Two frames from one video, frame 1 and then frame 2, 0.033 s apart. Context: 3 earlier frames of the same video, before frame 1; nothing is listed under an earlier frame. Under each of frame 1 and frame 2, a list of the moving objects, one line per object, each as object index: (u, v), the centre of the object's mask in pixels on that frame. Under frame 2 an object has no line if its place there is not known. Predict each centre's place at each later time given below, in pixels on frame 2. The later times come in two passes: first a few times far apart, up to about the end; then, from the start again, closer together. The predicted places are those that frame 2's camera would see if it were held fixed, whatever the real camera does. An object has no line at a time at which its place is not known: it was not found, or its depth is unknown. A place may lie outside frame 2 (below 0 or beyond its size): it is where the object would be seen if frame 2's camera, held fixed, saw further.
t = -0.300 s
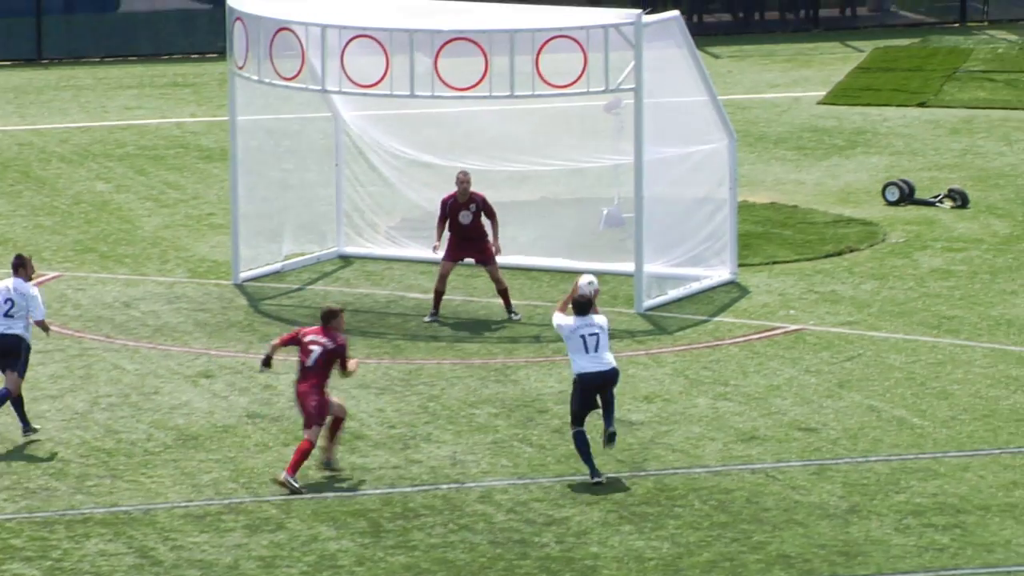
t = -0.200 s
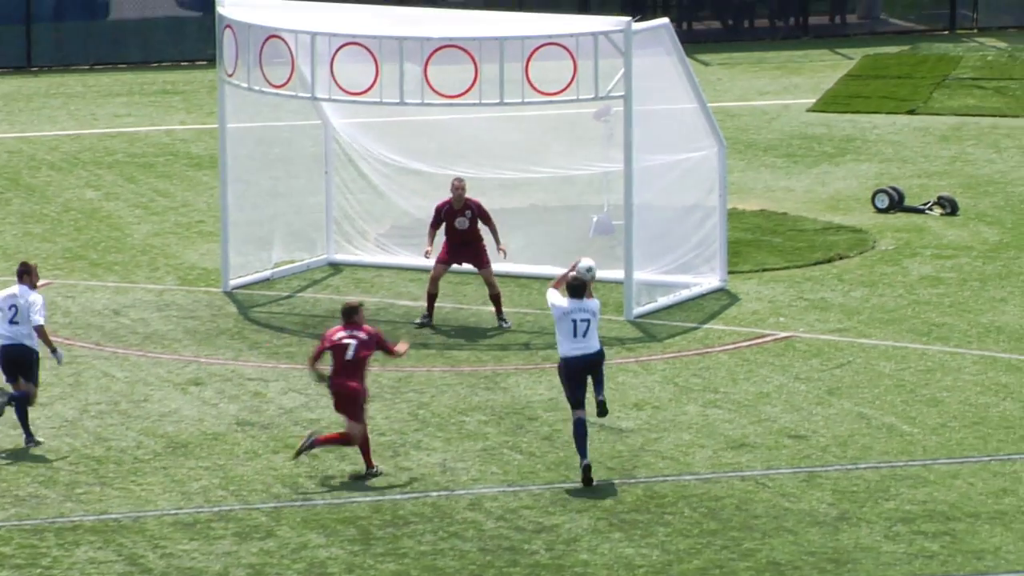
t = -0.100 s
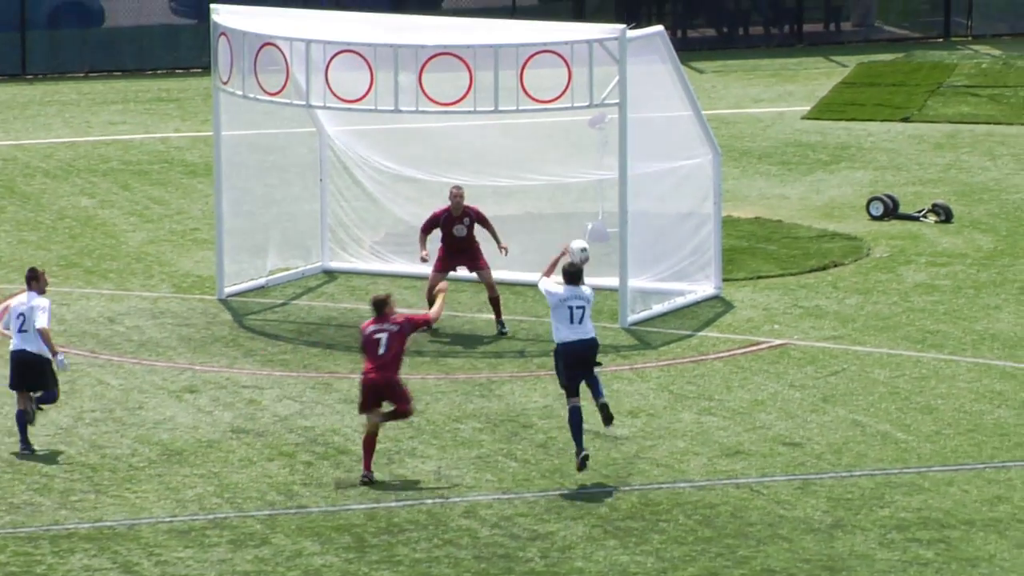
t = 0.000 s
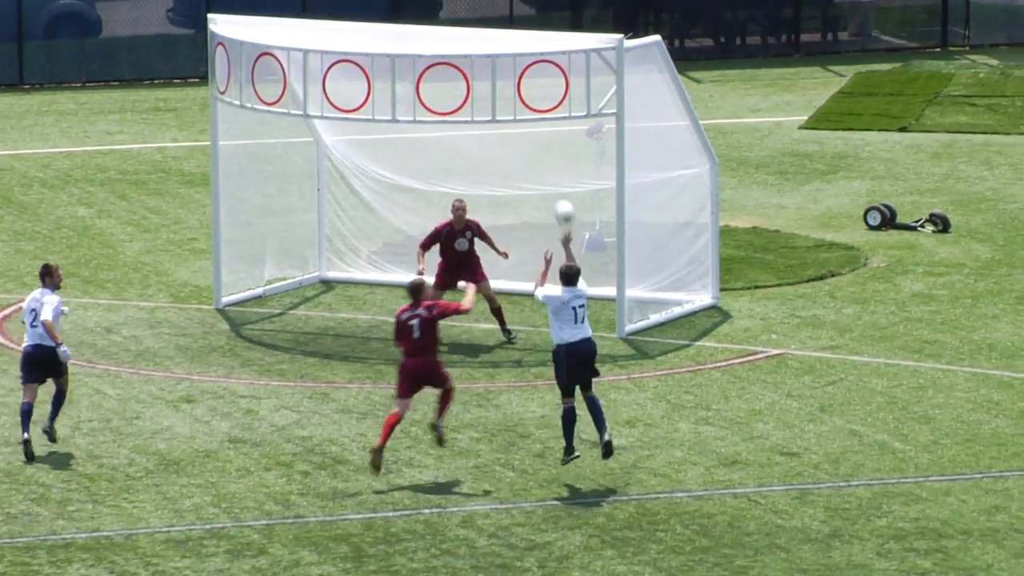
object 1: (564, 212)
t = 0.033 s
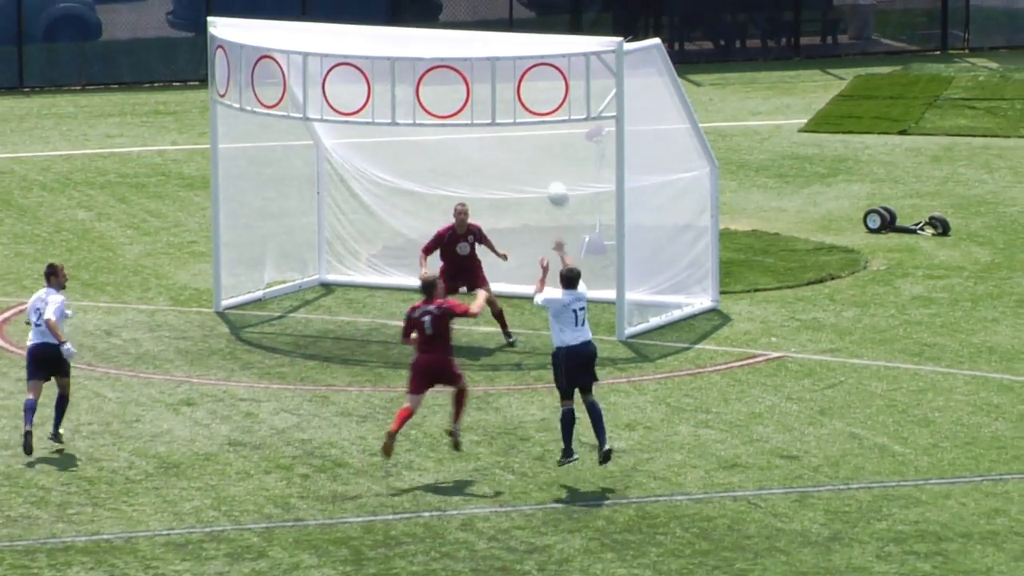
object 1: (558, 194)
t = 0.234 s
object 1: (521, 99)
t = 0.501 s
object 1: (485, 52)
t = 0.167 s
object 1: (533, 125)
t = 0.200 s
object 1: (526, 111)
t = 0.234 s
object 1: (521, 99)
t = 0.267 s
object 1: (515, 88)
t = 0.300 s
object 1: (509, 78)
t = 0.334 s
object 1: (504, 69)
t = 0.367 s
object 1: (498, 64)
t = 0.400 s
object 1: (493, 59)
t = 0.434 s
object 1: (490, 56)
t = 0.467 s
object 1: (487, 54)
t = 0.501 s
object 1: (485, 52)
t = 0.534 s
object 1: (482, 51)
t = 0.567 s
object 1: (479, 49)
